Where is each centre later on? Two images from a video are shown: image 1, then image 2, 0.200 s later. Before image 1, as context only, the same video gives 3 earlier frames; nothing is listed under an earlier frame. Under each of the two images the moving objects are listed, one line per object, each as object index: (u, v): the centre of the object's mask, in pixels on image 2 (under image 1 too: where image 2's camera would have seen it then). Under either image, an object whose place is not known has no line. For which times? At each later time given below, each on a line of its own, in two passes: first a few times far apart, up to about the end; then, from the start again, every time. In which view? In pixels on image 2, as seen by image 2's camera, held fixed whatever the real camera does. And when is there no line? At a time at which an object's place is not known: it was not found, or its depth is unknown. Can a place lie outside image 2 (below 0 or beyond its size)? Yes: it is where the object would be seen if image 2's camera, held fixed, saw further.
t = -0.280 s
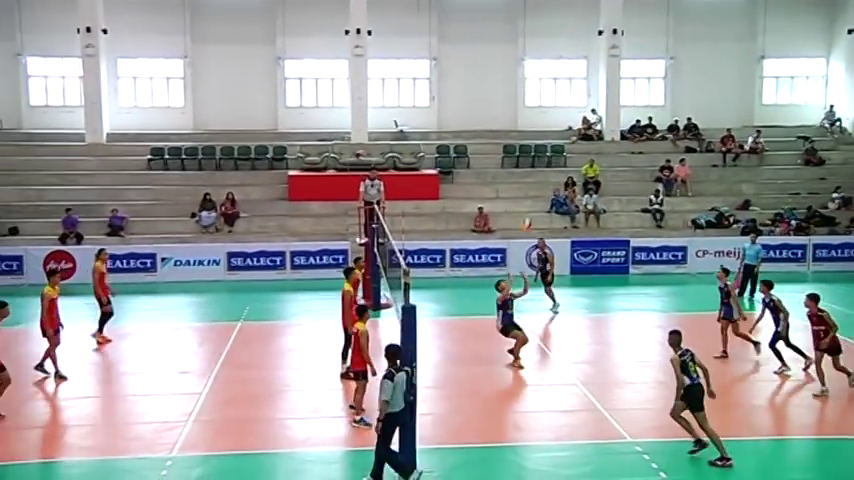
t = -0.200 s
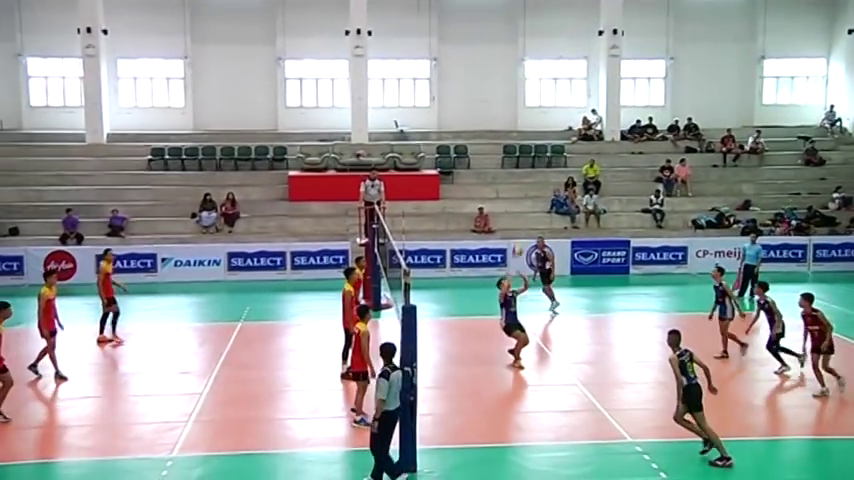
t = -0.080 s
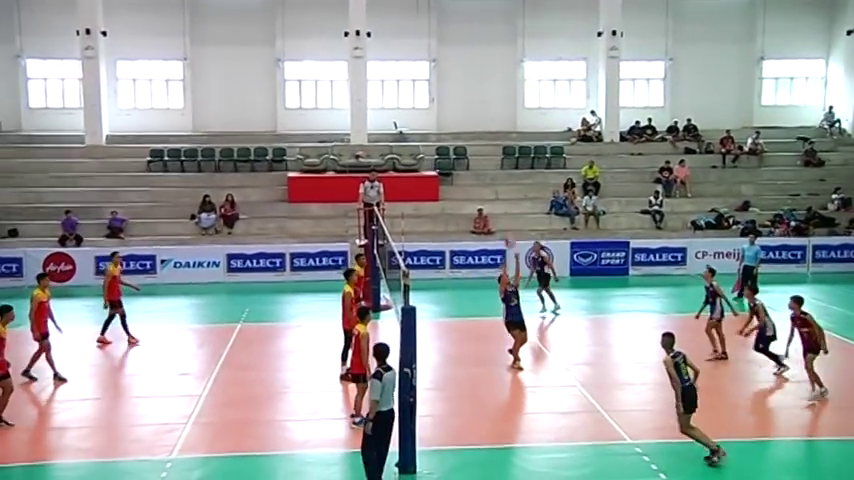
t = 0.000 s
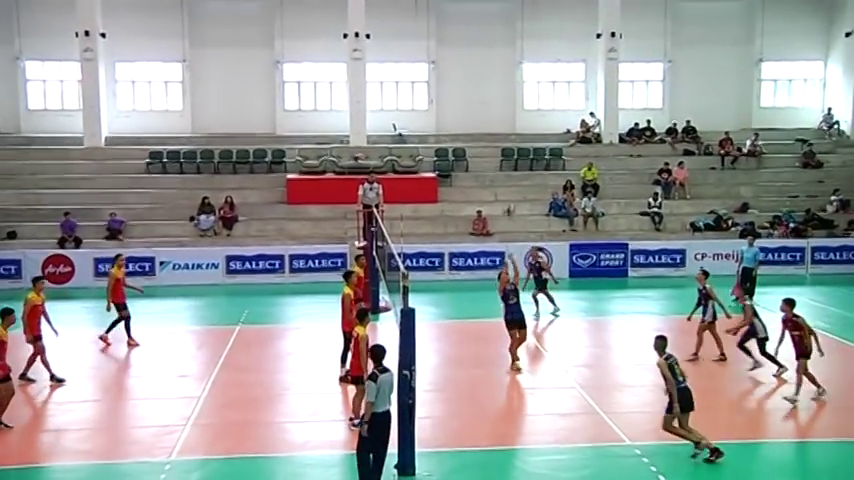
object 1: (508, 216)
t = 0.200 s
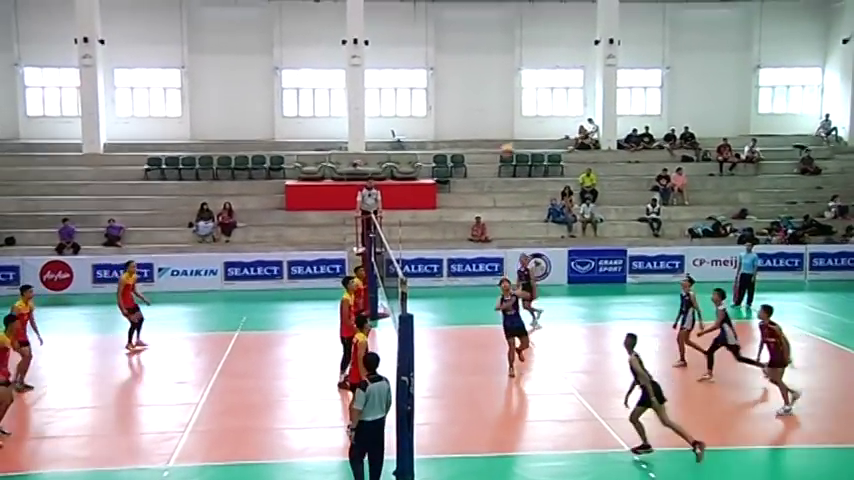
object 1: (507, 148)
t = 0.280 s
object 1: (507, 128)
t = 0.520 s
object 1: (506, 89)
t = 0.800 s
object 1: (507, 92)
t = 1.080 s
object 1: (507, 147)
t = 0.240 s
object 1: (508, 139)
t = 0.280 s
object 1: (507, 128)
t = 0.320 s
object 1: (507, 119)
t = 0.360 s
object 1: (507, 111)
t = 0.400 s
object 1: (507, 104)
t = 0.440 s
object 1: (506, 99)
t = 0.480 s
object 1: (507, 94)
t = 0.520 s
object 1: (506, 89)
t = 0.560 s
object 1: (506, 85)
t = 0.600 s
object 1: (506, 83)
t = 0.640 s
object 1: (507, 82)
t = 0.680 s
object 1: (506, 83)
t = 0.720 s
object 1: (506, 85)
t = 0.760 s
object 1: (507, 87)
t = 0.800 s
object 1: (507, 92)
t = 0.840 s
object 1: (507, 96)
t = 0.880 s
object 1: (507, 103)
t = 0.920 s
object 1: (507, 109)
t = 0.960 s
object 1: (507, 118)
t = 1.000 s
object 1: (508, 126)
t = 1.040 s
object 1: (508, 135)
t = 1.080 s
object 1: (507, 147)
